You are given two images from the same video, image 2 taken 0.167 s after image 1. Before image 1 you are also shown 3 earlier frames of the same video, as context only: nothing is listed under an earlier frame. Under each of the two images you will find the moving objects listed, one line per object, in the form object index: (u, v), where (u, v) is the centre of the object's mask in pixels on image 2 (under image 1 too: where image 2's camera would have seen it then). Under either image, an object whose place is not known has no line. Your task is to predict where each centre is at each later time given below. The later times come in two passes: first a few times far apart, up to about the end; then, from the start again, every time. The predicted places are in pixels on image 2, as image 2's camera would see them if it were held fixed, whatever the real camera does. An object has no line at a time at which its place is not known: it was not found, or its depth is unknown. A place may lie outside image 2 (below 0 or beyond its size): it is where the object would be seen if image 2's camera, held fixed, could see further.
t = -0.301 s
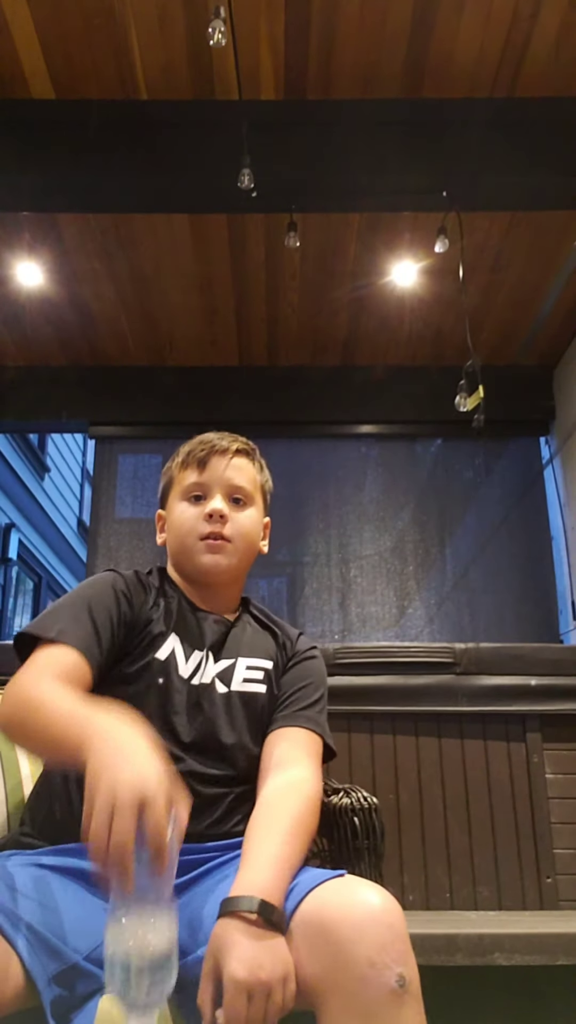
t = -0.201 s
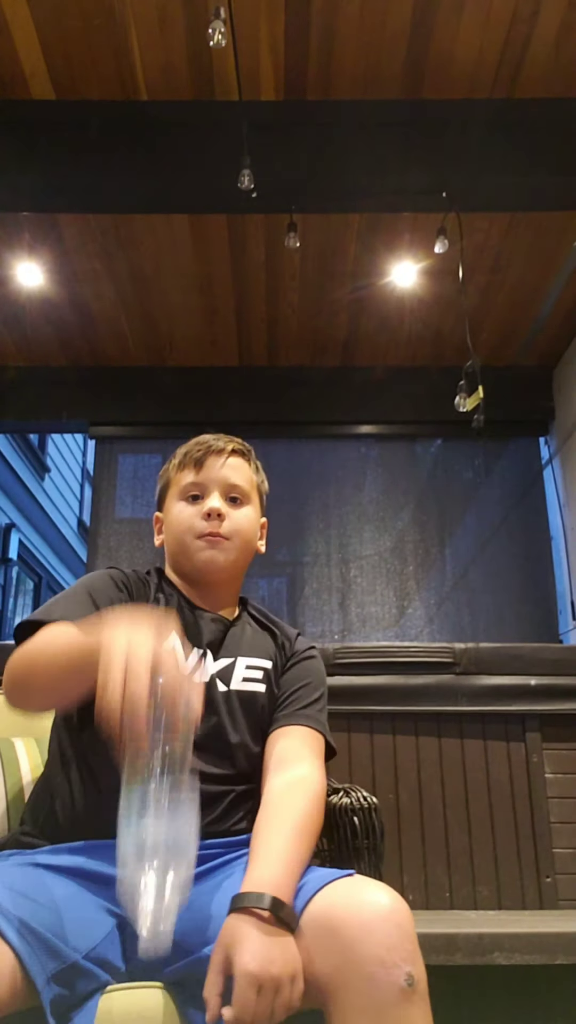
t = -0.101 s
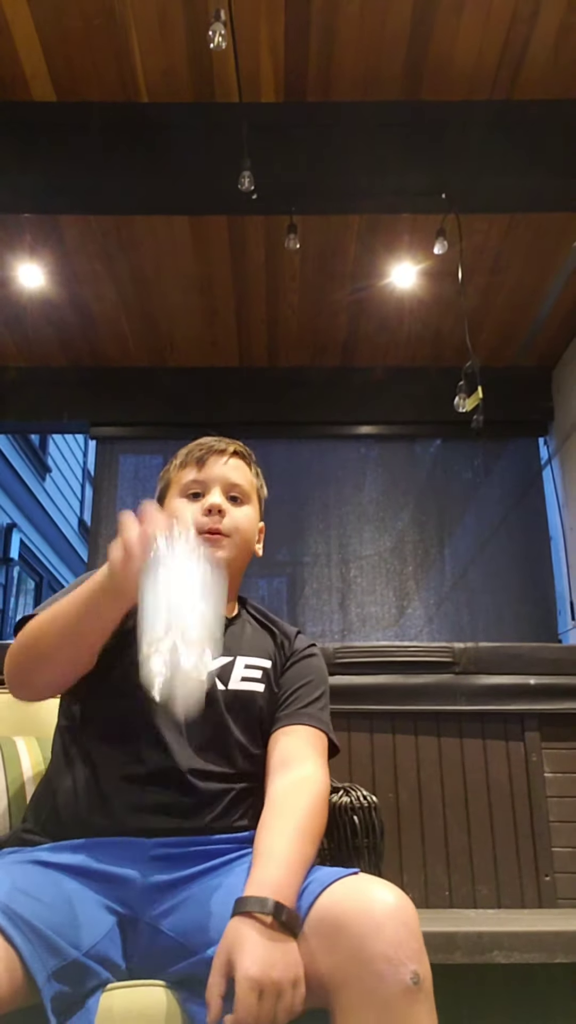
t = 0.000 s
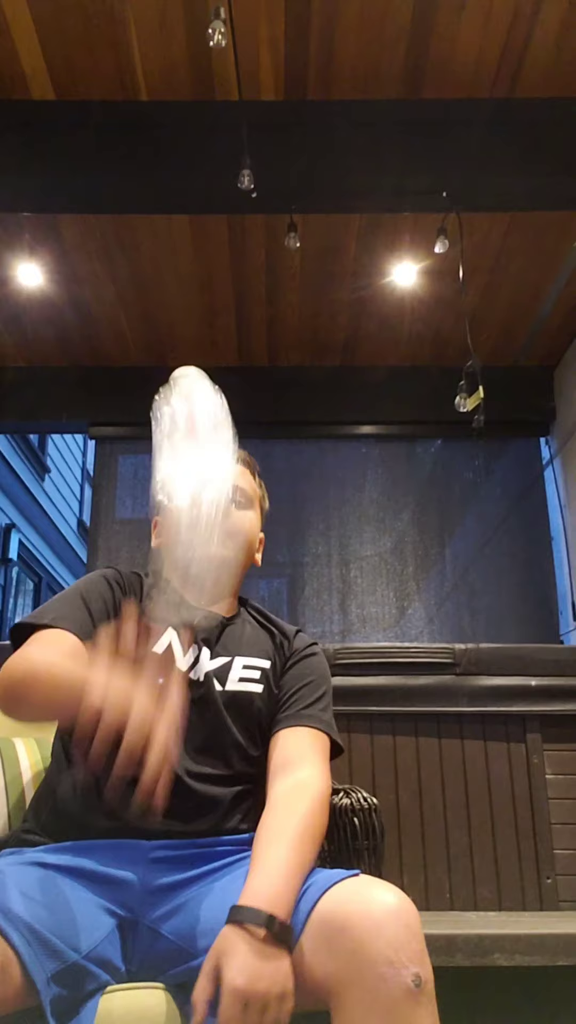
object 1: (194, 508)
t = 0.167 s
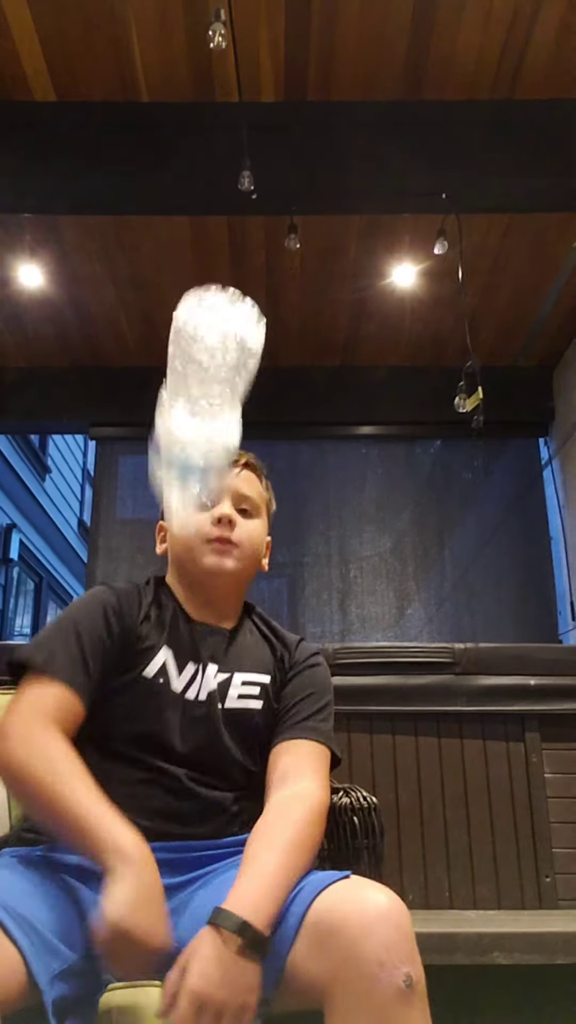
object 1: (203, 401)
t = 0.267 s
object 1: (199, 568)
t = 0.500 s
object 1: (196, 870)
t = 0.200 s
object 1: (202, 437)
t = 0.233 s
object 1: (201, 495)
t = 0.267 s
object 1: (199, 568)
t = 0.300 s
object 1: (199, 673)
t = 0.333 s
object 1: (199, 792)
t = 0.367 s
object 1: (196, 870)
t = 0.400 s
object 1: (193, 865)
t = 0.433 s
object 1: (196, 868)
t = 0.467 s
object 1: (196, 868)
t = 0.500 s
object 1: (196, 870)
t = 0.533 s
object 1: (198, 869)
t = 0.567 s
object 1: (199, 869)
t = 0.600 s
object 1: (200, 869)
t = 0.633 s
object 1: (203, 868)
